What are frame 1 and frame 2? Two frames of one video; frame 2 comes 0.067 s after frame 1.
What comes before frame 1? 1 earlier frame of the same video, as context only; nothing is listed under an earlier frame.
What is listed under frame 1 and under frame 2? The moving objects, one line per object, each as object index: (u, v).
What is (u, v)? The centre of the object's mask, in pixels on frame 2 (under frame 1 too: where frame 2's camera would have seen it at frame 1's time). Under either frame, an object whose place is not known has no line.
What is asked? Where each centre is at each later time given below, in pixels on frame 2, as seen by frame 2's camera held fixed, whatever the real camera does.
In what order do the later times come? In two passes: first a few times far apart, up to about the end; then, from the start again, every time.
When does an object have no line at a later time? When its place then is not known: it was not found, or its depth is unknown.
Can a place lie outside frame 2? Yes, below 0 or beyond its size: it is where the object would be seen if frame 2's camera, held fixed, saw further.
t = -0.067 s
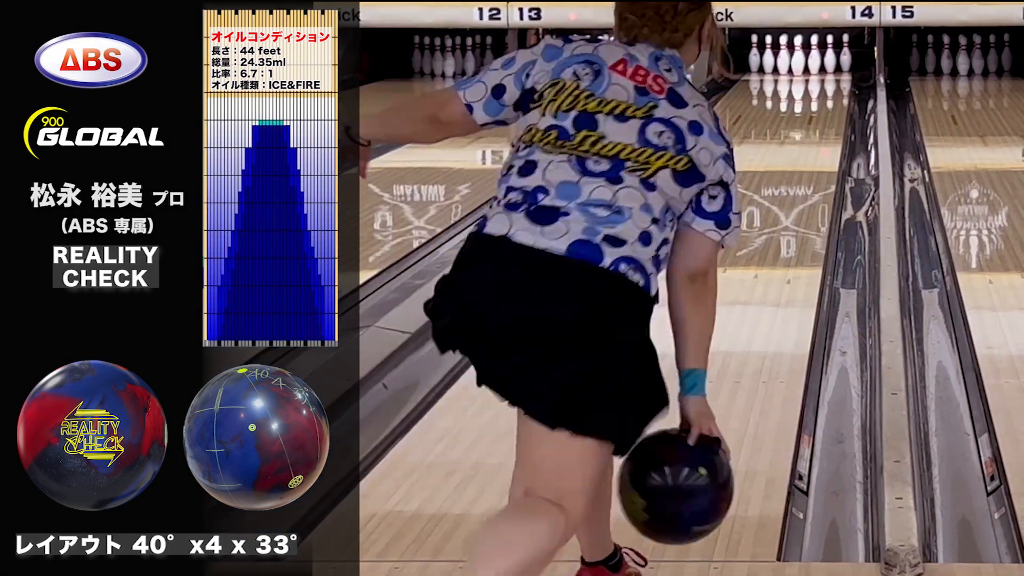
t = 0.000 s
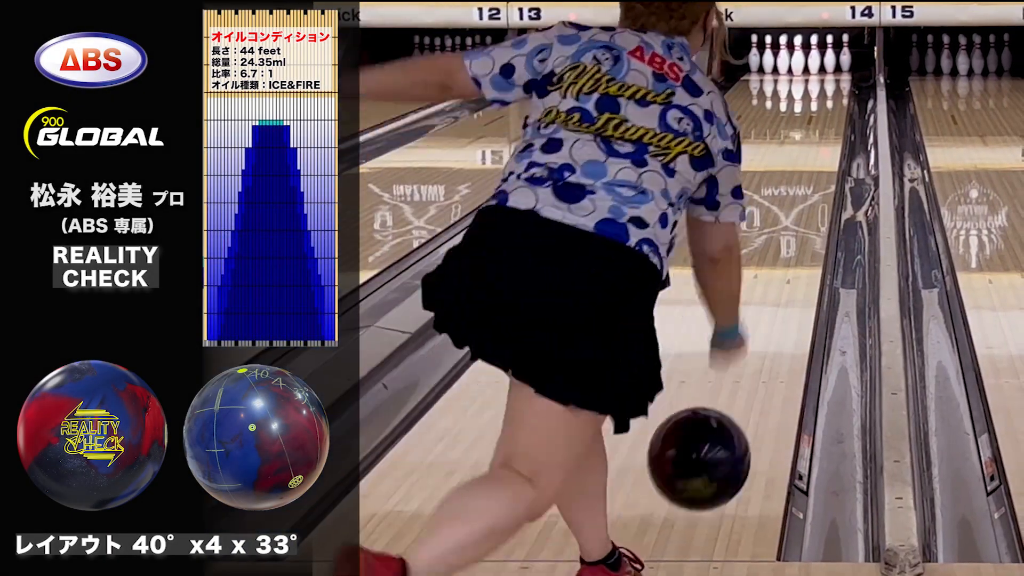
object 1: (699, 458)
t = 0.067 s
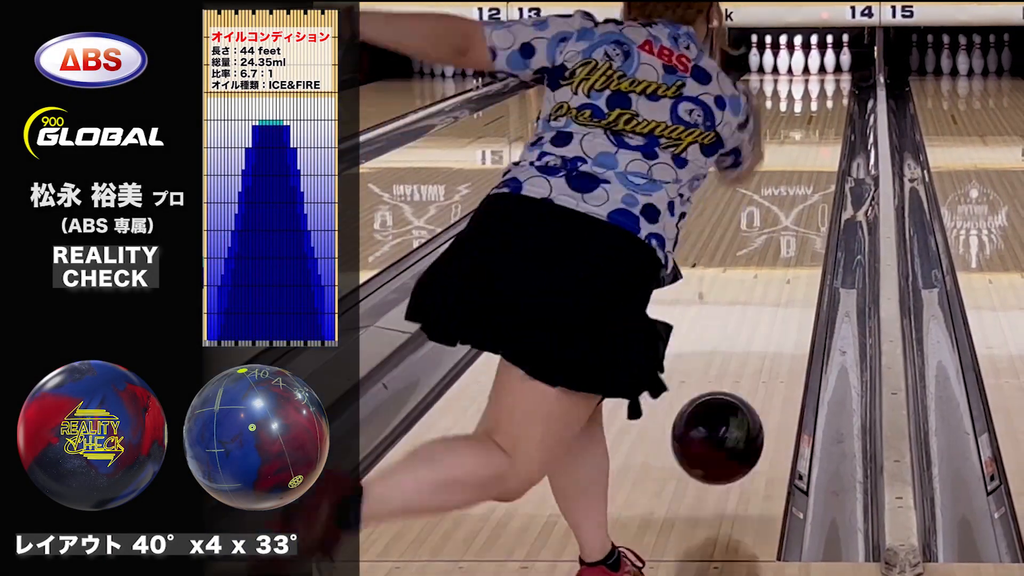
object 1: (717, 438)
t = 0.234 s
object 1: (750, 364)
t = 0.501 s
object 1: (780, 264)
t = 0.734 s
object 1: (797, 209)
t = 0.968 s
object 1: (806, 170)
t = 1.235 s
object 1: (813, 138)
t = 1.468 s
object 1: (817, 116)
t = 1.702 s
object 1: (819, 98)
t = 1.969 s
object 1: (819, 82)
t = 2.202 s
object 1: (815, 72)
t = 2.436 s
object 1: (810, 64)
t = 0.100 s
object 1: (725, 436)
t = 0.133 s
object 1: (732, 415)
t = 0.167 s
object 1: (739, 393)
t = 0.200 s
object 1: (744, 376)
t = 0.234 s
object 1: (750, 364)
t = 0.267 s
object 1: (755, 347)
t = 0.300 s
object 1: (759, 333)
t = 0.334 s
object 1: (763, 320)
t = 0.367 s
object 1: (767, 307)
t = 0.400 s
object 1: (771, 295)
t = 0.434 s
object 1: (774, 284)
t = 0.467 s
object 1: (777, 274)
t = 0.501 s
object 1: (780, 264)
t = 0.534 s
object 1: (783, 255)
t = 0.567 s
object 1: (785, 246)
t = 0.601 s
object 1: (787, 238)
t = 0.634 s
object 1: (790, 230)
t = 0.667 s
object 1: (792, 223)
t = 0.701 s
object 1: (794, 216)
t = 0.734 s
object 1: (797, 209)
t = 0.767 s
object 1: (799, 203)
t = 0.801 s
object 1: (800, 197)
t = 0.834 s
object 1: (800, 191)
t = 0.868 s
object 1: (802, 185)
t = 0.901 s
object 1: (803, 180)
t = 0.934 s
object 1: (804, 175)
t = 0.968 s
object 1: (806, 170)
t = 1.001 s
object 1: (807, 166)
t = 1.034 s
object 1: (808, 161)
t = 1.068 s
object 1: (809, 157)
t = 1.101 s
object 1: (809, 153)
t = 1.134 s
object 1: (811, 149)
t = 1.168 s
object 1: (811, 145)
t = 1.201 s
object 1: (812, 141)
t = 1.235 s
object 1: (813, 138)
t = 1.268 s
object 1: (814, 134)
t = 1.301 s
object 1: (814, 131)
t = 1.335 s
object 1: (815, 128)
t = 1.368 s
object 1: (815, 125)
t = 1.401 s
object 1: (816, 122)
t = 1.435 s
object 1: (816, 119)
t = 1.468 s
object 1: (817, 116)
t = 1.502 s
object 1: (817, 113)
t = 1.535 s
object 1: (818, 111)
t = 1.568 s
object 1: (818, 108)
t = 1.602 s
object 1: (818, 105)
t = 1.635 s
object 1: (819, 103)
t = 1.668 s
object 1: (819, 101)
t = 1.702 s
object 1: (819, 98)
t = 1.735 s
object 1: (819, 96)
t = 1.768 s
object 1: (819, 94)
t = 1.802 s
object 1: (819, 92)
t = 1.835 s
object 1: (819, 90)
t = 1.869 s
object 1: (819, 87)
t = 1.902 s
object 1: (819, 86)
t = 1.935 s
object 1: (819, 84)
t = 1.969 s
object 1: (819, 82)
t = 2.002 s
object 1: (818, 81)
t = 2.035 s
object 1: (818, 79)
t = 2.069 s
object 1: (817, 78)
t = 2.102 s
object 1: (817, 76)
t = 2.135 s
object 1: (816, 74)
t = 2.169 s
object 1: (815, 73)
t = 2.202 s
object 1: (815, 72)
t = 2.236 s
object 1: (814, 71)
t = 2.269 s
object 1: (813, 69)
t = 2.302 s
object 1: (811, 68)
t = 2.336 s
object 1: (811, 67)
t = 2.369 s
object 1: (810, 66)
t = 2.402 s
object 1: (809, 65)
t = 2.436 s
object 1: (810, 64)
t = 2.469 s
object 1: (812, 63)
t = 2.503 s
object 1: (812, 63)
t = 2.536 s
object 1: (812, 62)
